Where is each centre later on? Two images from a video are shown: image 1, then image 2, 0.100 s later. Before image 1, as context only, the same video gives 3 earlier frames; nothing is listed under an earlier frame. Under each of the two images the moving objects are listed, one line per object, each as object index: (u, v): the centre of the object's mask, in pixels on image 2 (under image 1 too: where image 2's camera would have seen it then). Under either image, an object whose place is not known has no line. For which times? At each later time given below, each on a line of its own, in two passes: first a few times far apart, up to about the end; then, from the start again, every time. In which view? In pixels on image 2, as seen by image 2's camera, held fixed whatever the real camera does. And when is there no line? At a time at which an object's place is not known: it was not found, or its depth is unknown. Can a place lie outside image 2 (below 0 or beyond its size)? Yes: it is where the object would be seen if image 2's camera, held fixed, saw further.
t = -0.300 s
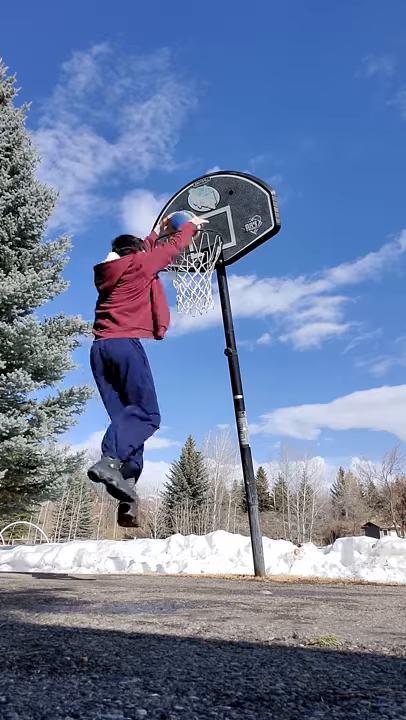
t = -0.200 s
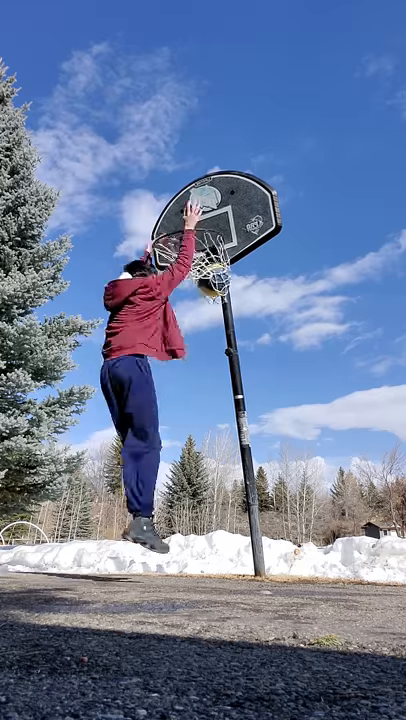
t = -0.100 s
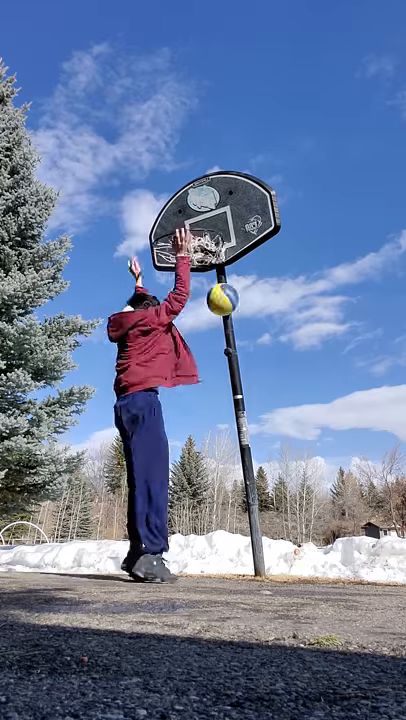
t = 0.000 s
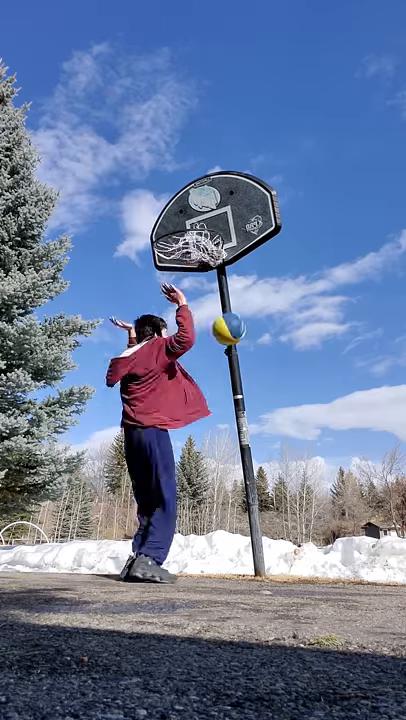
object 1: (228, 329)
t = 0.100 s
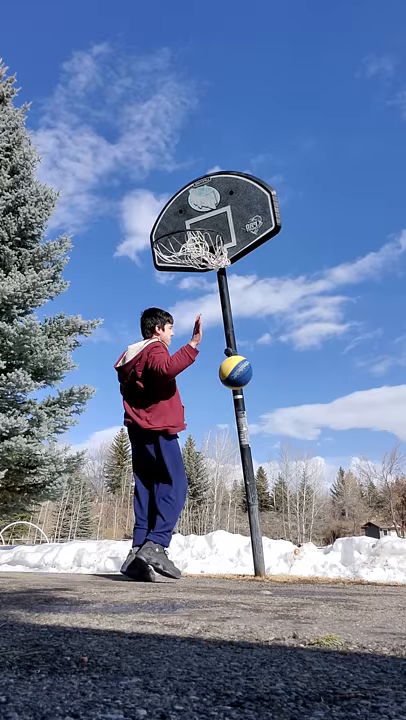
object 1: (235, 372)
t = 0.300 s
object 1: (252, 514)
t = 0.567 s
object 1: (256, 414)
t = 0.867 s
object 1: (257, 314)
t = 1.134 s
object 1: (263, 340)
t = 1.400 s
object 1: (282, 524)
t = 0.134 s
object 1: (238, 390)
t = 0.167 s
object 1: (240, 410)
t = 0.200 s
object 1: (243, 432)
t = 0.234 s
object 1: (246, 457)
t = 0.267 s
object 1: (249, 484)
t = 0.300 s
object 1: (252, 514)
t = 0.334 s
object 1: (256, 546)
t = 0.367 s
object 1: (257, 558)
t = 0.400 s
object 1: (257, 528)
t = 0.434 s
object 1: (256, 501)
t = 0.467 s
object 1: (256, 476)
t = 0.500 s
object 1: (256, 454)
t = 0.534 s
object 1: (256, 433)
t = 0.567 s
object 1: (256, 414)
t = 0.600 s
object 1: (256, 396)
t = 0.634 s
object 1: (255, 380)
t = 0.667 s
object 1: (256, 366)
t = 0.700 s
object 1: (256, 353)
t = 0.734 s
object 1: (255, 343)
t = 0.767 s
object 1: (256, 333)
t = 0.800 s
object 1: (256, 325)
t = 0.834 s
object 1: (256, 319)
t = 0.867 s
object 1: (257, 314)
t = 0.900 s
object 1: (257, 311)
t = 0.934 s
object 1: (258, 309)
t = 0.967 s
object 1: (258, 309)
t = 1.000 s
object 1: (259, 311)
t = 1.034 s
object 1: (260, 315)
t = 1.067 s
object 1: (261, 321)
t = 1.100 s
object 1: (262, 329)
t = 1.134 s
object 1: (263, 340)
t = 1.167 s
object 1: (265, 351)
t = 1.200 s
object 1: (267, 366)
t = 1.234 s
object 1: (269, 383)
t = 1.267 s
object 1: (271, 404)
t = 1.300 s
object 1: (273, 428)
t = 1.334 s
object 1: (276, 456)
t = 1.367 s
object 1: (279, 487)
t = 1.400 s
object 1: (282, 524)
